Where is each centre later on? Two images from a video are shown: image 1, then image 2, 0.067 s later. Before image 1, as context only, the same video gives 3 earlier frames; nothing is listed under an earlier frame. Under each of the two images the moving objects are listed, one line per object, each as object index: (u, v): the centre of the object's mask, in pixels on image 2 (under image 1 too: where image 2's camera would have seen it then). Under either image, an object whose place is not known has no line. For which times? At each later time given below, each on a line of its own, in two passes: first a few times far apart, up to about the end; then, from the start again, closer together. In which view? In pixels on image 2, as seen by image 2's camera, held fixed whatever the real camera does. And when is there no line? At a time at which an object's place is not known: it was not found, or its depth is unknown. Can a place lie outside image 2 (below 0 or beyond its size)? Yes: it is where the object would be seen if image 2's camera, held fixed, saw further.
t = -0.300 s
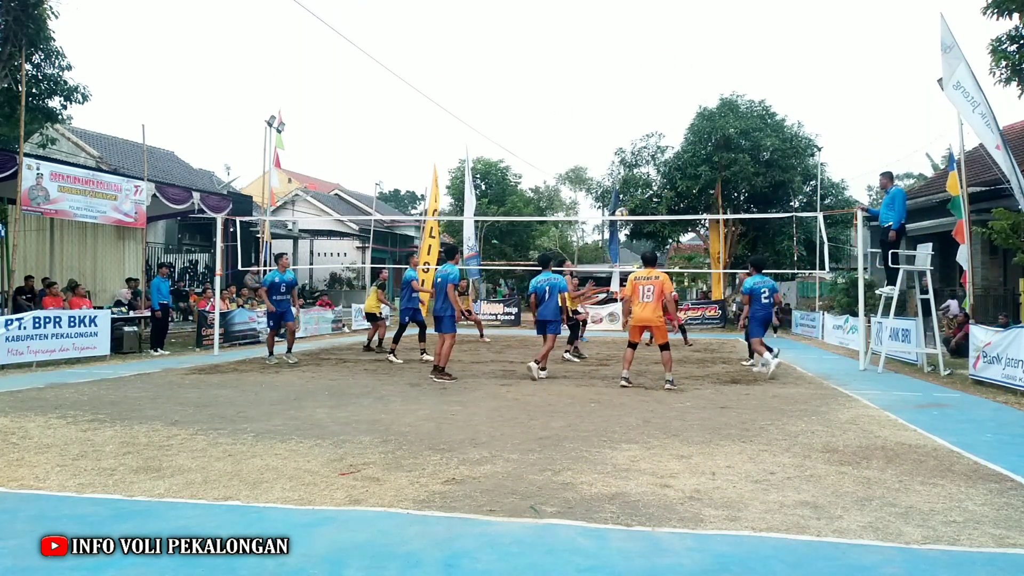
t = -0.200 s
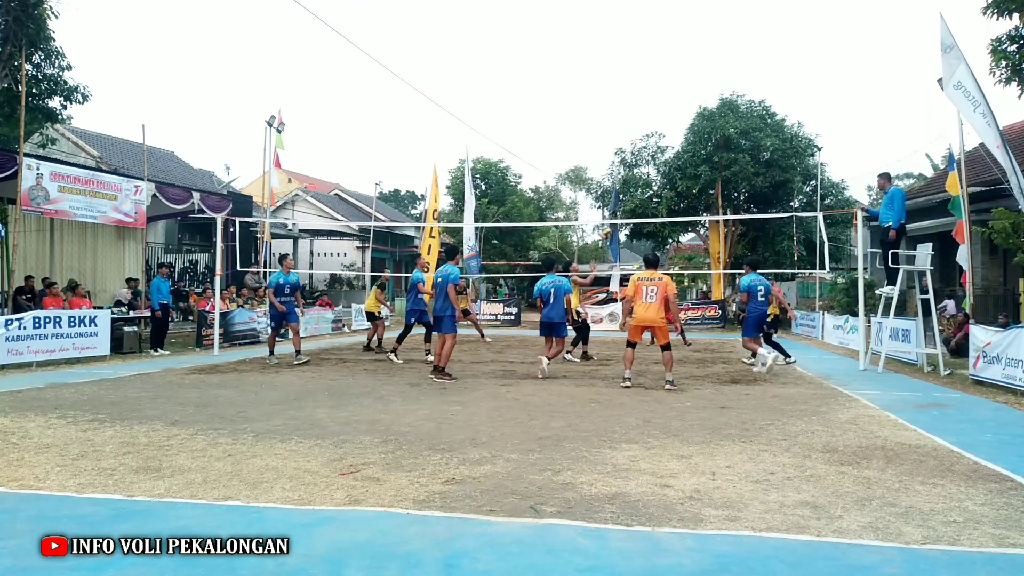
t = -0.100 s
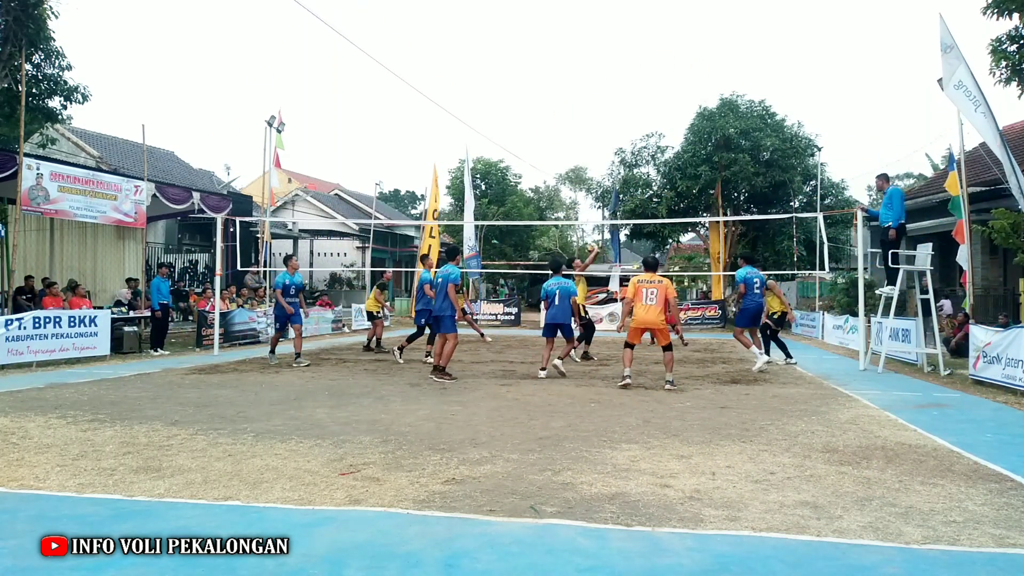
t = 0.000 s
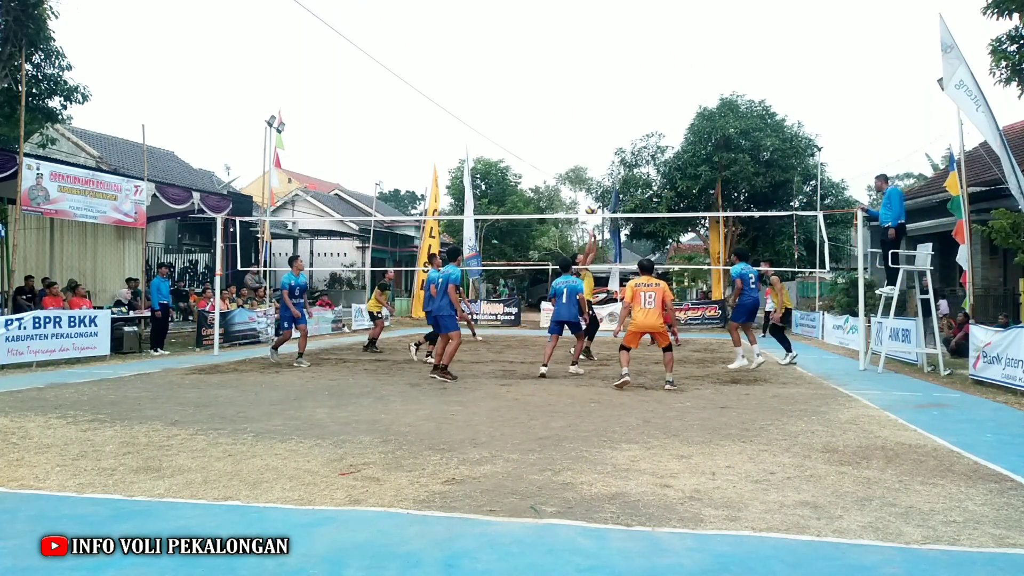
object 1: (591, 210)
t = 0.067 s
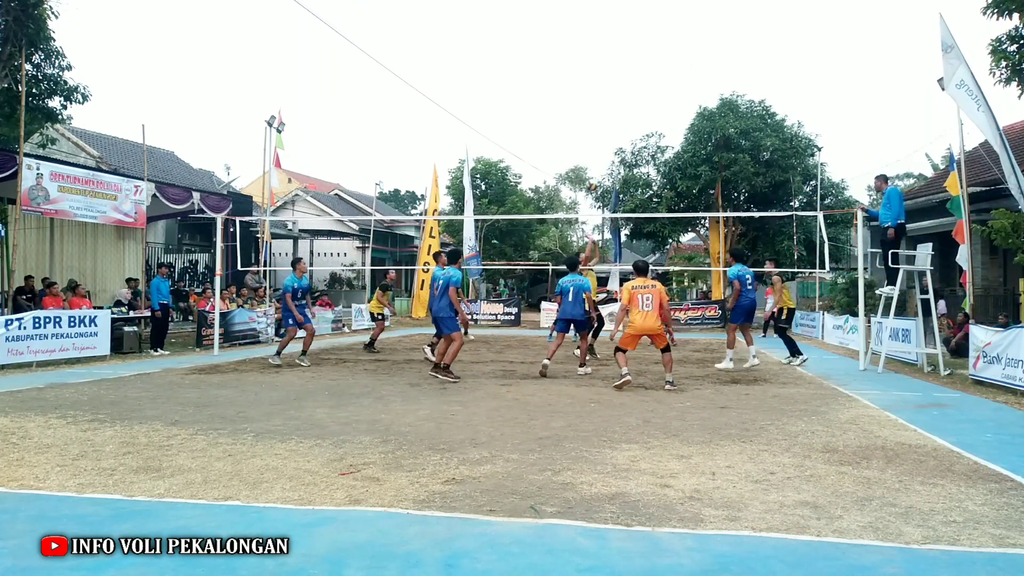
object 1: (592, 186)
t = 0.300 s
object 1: (594, 120)
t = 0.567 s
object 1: (596, 85)
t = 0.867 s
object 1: (598, 93)
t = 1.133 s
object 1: (600, 139)
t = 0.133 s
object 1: (592, 164)
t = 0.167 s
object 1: (593, 154)
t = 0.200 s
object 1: (593, 144)
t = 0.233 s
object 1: (593, 135)
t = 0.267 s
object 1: (594, 128)
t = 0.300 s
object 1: (594, 120)
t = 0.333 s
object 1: (594, 114)
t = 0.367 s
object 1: (594, 108)
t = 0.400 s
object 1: (595, 103)
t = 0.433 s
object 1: (595, 98)
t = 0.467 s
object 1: (595, 94)
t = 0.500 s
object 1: (596, 90)
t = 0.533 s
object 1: (596, 87)
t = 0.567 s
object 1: (596, 85)
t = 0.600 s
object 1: (596, 83)
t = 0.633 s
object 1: (597, 82)
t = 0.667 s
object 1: (597, 82)
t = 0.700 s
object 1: (598, 83)
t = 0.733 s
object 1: (597, 84)
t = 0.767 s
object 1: (598, 85)
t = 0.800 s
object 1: (598, 87)
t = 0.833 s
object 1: (598, 90)
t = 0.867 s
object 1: (598, 93)
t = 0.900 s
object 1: (598, 97)
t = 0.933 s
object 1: (599, 101)
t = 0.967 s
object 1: (599, 106)
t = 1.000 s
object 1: (599, 112)
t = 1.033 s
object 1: (599, 118)
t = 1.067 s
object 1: (599, 124)
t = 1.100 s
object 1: (600, 131)
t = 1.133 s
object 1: (600, 139)
